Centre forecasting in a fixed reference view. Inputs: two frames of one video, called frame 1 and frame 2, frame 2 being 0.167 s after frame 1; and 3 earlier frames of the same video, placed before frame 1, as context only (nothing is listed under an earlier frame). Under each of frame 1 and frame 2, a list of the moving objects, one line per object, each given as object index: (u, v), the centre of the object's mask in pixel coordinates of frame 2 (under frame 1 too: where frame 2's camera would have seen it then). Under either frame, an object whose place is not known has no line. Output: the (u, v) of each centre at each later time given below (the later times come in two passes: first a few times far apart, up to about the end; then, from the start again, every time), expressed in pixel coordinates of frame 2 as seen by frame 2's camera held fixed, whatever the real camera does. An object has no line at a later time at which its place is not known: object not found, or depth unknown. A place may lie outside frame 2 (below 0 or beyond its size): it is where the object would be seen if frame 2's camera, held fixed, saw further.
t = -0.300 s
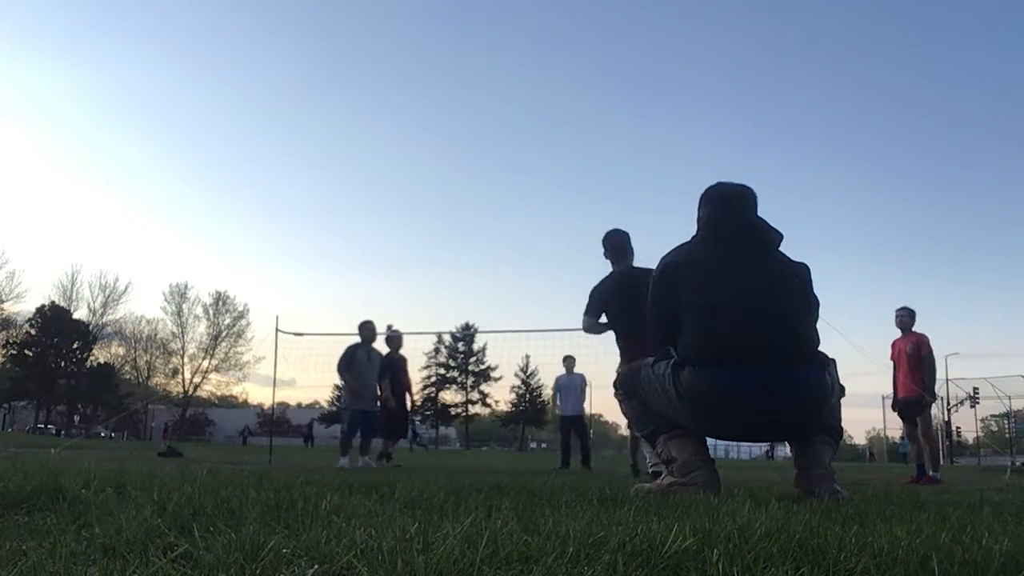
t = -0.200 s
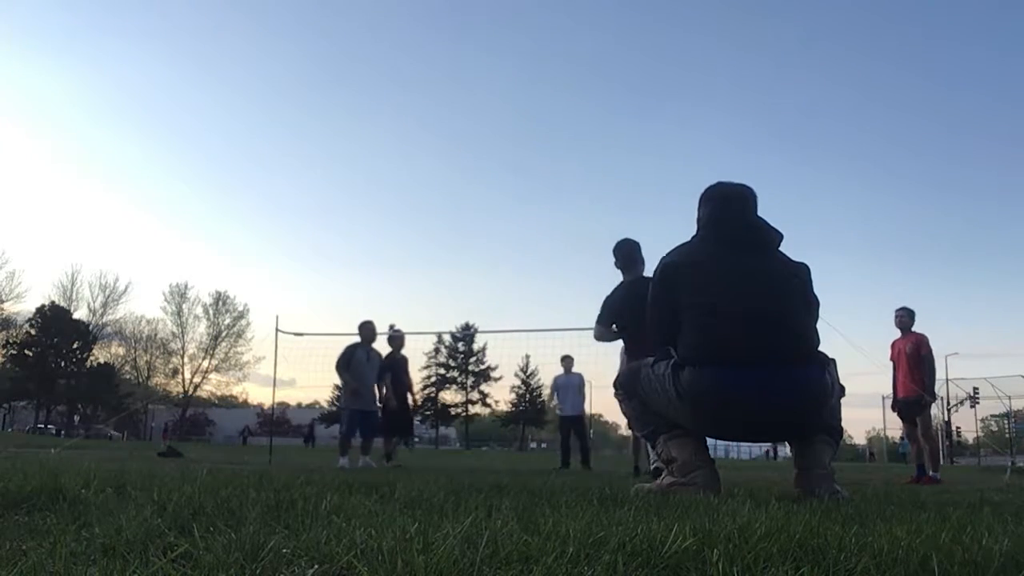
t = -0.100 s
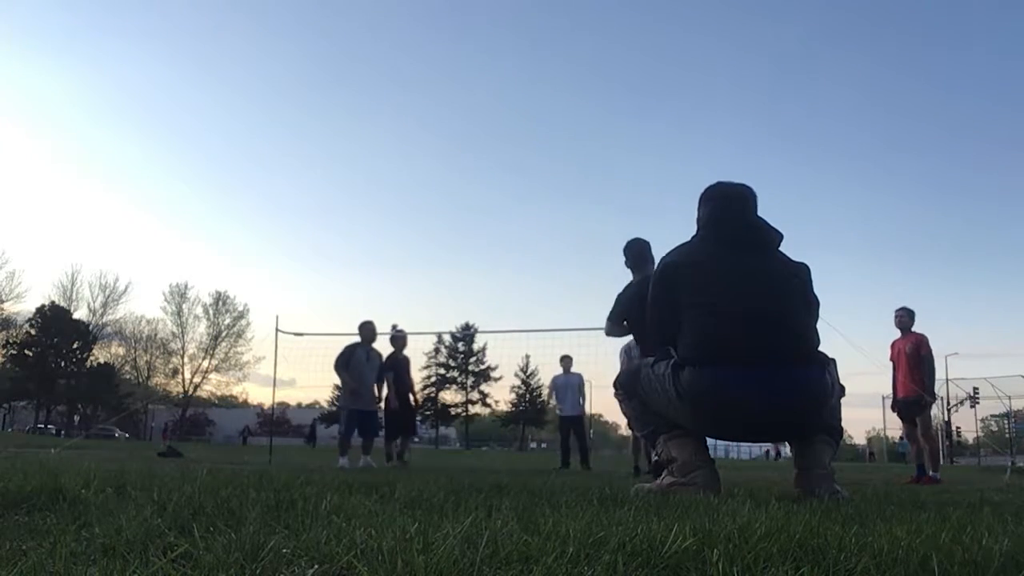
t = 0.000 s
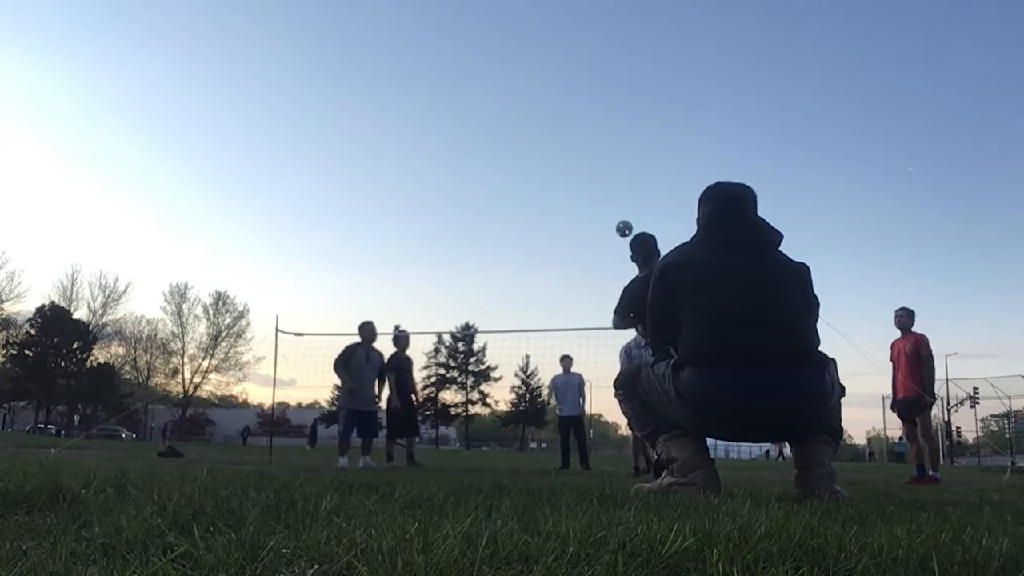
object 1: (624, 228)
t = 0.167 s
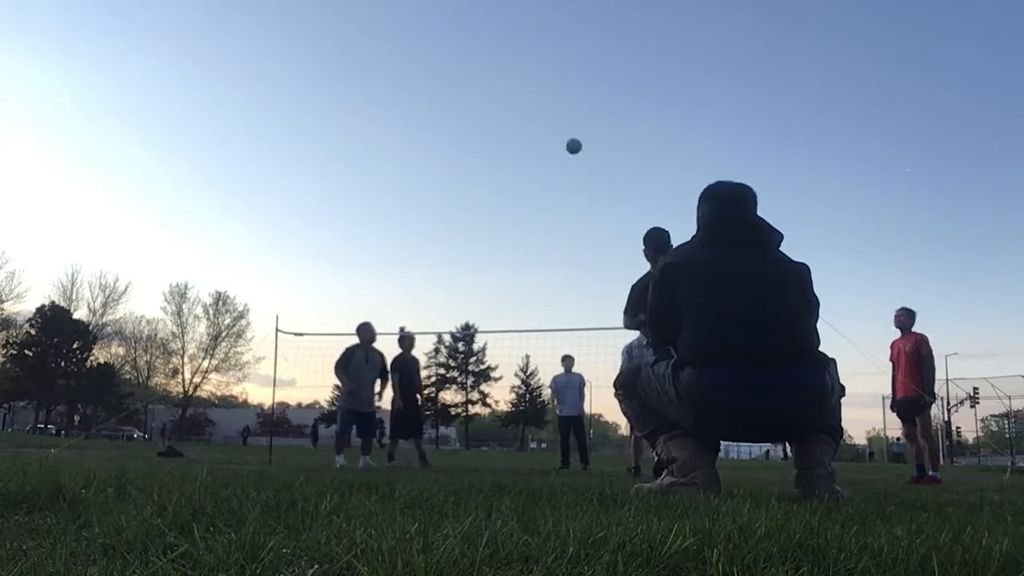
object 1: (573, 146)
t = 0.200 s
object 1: (565, 135)
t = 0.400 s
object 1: (518, 101)
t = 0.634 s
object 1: (474, 112)
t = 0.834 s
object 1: (440, 155)
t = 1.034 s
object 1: (410, 223)
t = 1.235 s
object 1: (382, 314)
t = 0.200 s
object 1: (565, 135)
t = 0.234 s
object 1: (556, 126)
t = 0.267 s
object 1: (548, 118)
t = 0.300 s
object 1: (540, 112)
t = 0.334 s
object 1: (533, 107)
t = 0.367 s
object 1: (525, 103)
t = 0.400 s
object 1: (518, 101)
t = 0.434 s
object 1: (511, 99)
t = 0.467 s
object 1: (504, 99)
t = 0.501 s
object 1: (498, 100)
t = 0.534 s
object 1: (492, 101)
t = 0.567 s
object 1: (486, 104)
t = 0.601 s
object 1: (480, 107)
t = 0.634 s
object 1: (474, 112)
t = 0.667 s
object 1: (468, 117)
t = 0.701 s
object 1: (462, 123)
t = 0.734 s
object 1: (456, 130)
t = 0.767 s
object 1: (451, 137)
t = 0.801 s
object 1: (445, 146)
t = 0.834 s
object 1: (440, 155)
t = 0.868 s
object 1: (435, 164)
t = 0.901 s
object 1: (430, 175)
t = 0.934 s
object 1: (424, 186)
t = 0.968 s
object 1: (420, 198)
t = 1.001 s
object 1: (415, 210)
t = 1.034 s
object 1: (410, 223)
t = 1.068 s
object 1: (405, 237)
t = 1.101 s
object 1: (400, 251)
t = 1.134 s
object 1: (395, 266)
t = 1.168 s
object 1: (391, 281)
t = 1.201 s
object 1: (386, 297)
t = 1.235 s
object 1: (382, 314)
